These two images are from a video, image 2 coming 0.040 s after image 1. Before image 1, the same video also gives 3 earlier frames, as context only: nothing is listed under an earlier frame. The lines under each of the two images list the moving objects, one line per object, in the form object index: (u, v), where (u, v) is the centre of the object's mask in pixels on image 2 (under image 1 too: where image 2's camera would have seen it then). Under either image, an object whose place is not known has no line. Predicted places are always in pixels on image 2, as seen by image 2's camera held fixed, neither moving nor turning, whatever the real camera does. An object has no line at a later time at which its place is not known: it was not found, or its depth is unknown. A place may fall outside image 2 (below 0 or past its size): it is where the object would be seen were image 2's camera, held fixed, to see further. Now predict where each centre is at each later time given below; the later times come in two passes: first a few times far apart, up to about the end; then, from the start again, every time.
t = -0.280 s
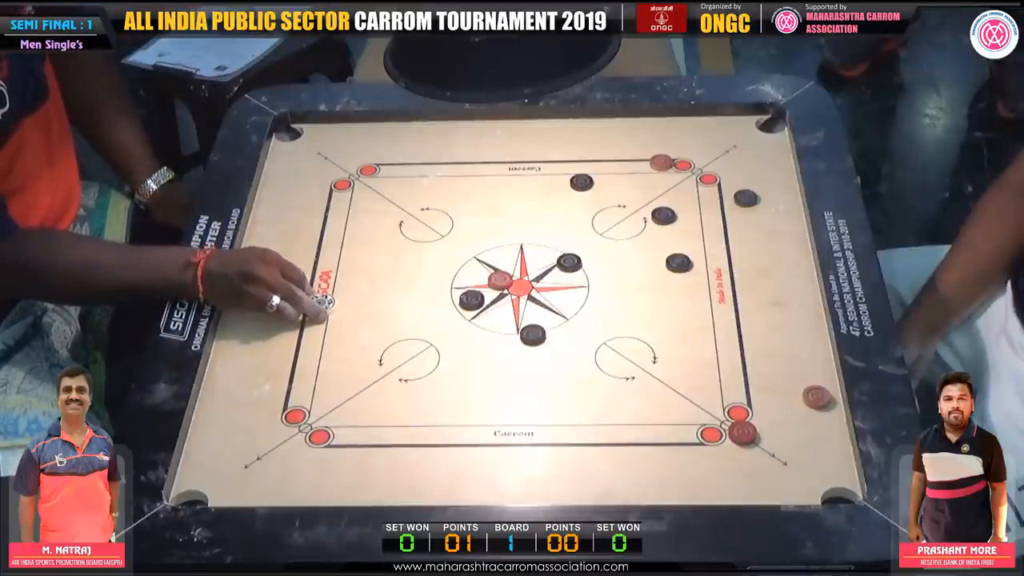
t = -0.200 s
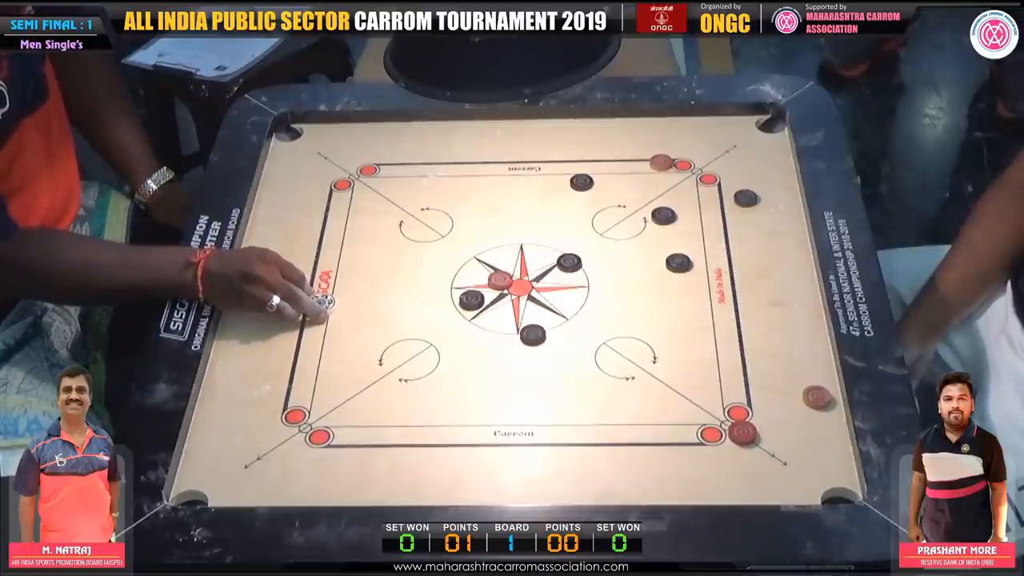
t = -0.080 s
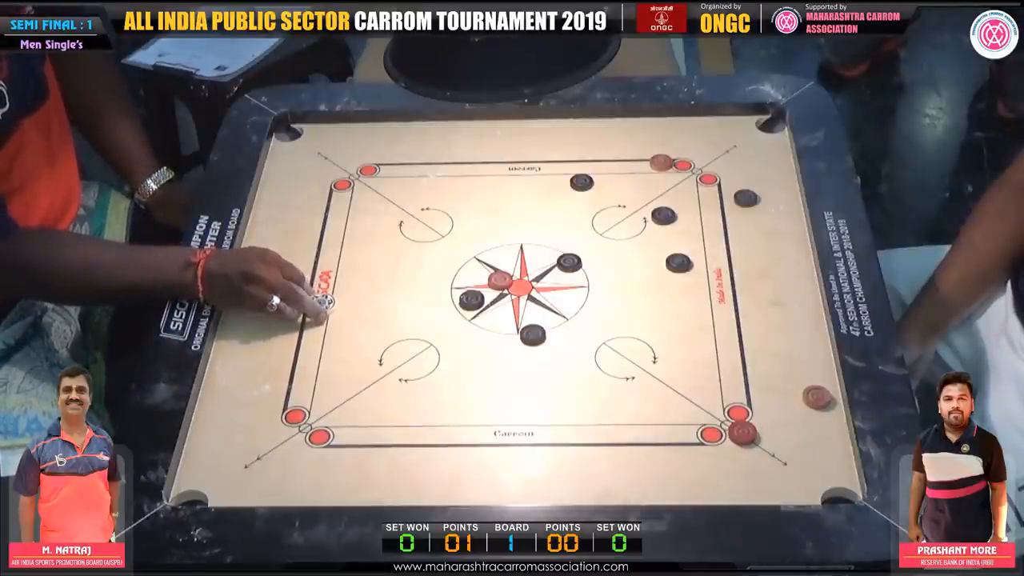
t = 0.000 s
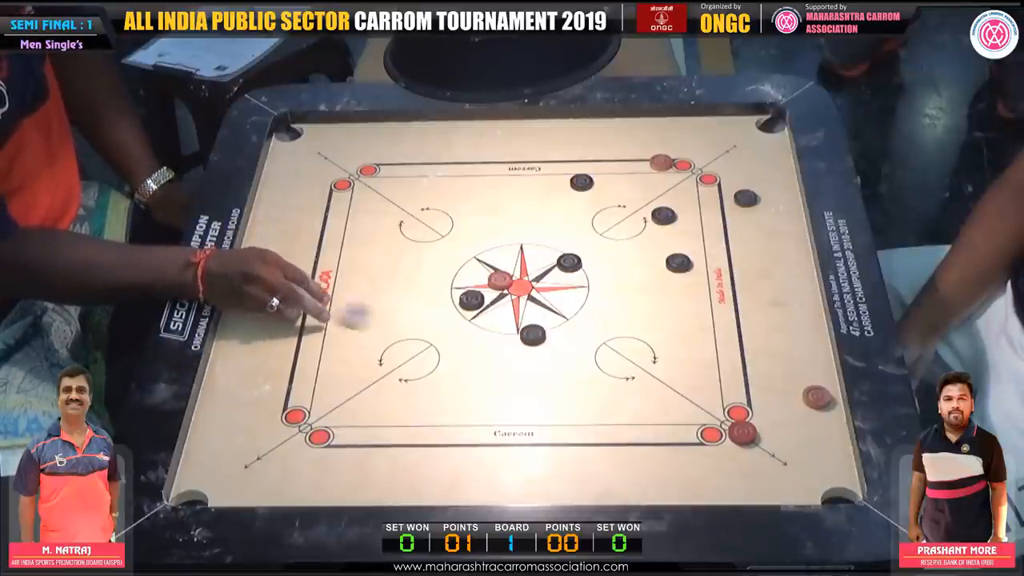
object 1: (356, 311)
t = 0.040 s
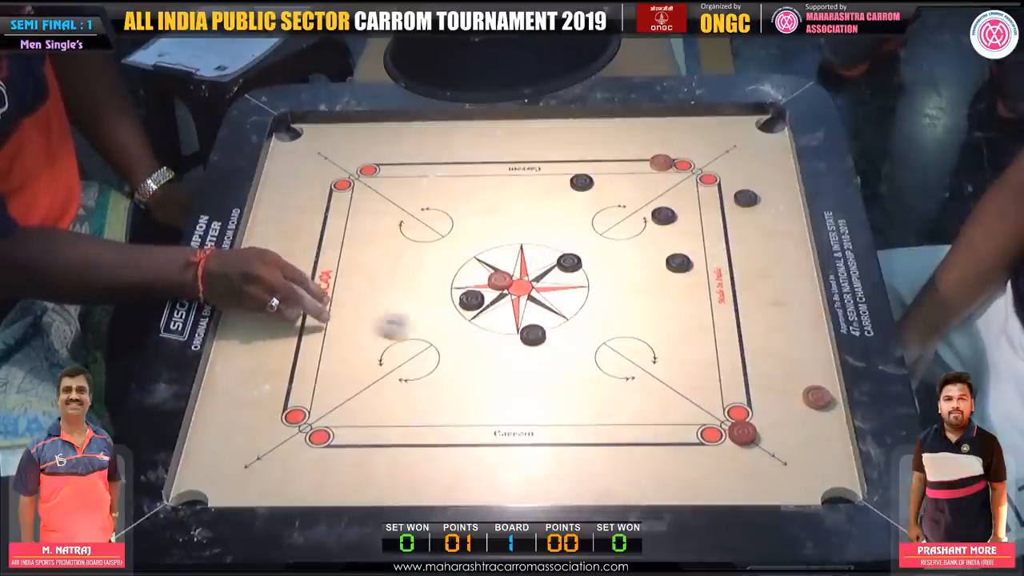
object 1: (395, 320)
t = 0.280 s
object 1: (608, 378)
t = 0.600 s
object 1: (799, 412)
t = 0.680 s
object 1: (818, 418)
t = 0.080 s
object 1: (432, 329)
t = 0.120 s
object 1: (467, 340)
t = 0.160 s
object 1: (503, 352)
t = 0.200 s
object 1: (539, 360)
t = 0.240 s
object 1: (574, 368)
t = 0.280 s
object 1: (608, 378)
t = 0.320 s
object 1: (638, 387)
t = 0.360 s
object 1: (673, 395)
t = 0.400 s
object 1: (703, 402)
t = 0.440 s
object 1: (728, 408)
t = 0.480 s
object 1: (748, 411)
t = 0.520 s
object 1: (767, 411)
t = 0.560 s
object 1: (783, 411)
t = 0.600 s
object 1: (799, 412)
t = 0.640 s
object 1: (810, 415)
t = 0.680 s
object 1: (818, 418)
